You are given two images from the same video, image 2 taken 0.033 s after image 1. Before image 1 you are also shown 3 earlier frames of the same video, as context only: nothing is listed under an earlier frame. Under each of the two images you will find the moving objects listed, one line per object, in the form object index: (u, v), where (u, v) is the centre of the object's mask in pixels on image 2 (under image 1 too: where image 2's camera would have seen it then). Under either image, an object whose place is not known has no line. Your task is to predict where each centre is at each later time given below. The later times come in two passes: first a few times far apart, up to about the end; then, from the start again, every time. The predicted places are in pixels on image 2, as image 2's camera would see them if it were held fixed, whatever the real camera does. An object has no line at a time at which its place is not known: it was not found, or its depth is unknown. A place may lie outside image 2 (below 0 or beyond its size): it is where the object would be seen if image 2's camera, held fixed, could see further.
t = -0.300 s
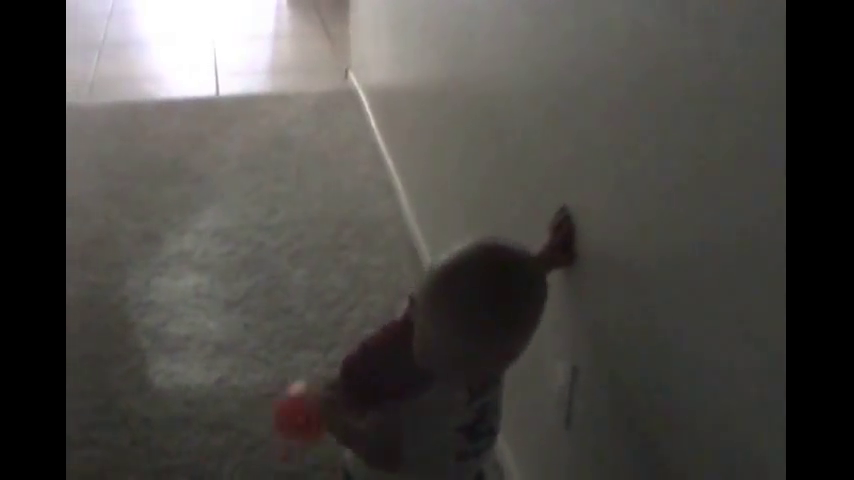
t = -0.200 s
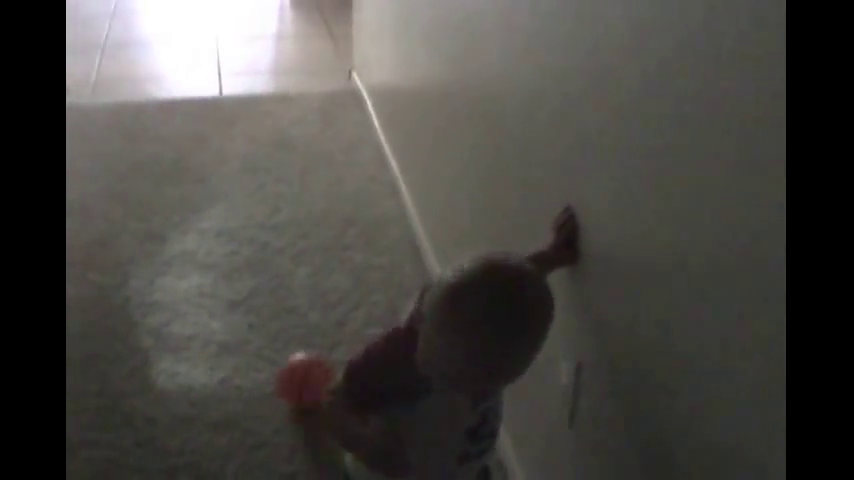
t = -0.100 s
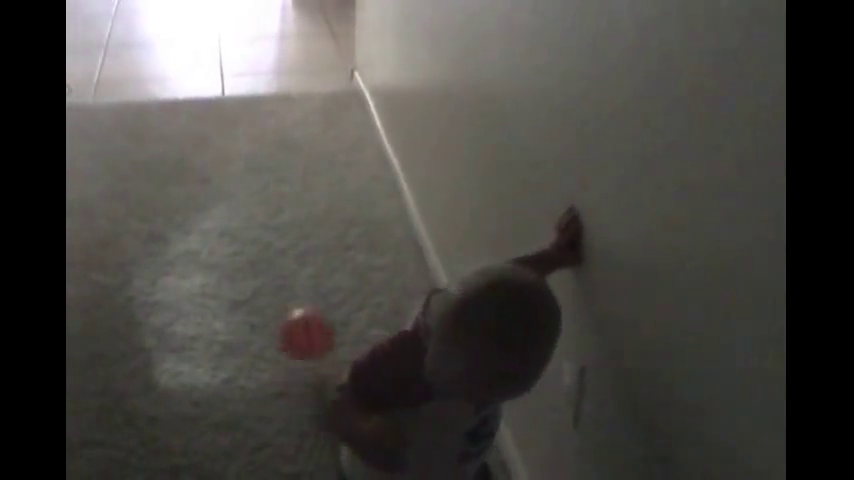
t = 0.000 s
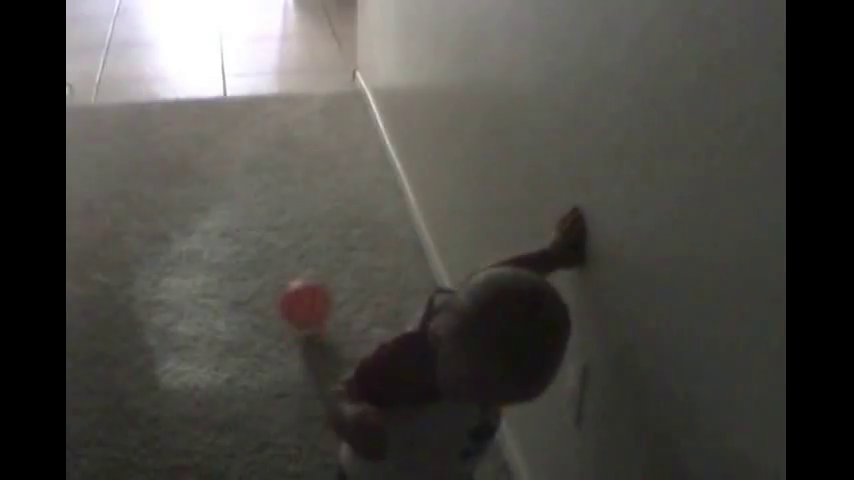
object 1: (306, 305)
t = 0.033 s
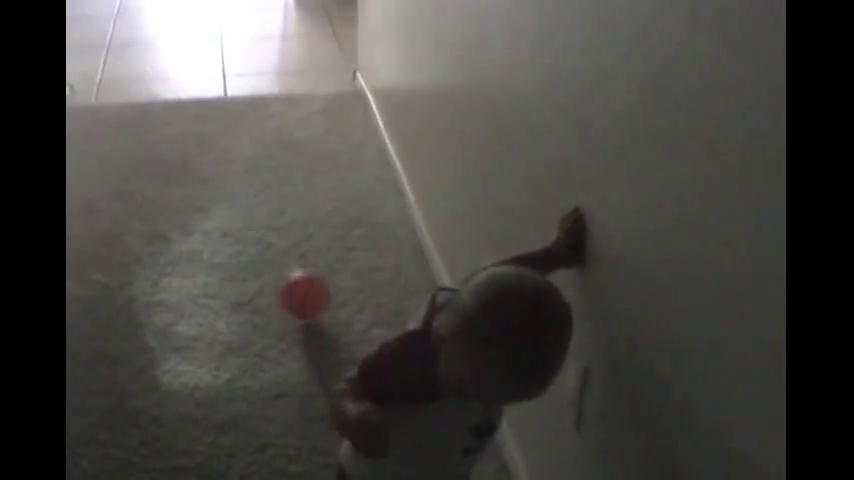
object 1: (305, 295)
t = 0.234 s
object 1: (299, 244)
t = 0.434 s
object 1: (295, 199)
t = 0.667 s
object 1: (288, 157)
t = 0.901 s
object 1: (278, 127)
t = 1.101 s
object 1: (268, 107)
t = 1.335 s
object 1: (256, 85)
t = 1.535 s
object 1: (248, 71)
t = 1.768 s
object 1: (239, 52)
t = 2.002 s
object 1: (231, 37)
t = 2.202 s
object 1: (226, 26)
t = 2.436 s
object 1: (222, 15)
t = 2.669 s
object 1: (215, 4)
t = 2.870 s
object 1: (209, -3)
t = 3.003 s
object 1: (205, -8)
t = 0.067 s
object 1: (304, 290)
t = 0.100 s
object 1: (303, 281)
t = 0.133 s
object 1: (302, 272)
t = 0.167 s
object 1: (301, 261)
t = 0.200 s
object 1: (301, 250)
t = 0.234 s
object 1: (299, 244)
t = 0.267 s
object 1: (299, 234)
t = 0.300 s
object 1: (298, 226)
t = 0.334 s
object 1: (297, 219)
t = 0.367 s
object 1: (296, 212)
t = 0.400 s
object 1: (296, 206)
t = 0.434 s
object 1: (295, 199)
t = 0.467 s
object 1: (294, 192)
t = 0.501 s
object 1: (294, 186)
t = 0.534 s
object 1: (292, 180)
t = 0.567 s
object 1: (291, 175)
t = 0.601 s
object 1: (290, 168)
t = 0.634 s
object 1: (289, 163)
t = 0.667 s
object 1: (288, 157)
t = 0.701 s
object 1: (287, 154)
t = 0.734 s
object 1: (285, 149)
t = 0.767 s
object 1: (284, 143)
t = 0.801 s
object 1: (283, 140)
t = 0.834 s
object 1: (282, 136)
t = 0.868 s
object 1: (280, 132)
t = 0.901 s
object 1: (278, 127)
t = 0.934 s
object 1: (276, 122)
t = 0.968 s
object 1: (275, 119)
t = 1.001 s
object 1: (273, 116)
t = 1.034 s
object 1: (272, 113)
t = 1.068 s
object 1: (270, 110)
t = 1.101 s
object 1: (268, 107)
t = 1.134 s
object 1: (267, 102)
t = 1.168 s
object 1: (265, 99)
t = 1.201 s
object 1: (263, 97)
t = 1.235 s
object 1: (261, 94)
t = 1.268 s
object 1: (260, 90)
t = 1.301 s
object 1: (258, 88)
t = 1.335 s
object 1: (256, 85)
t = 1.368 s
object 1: (255, 82)
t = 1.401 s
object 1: (254, 81)
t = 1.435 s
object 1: (252, 79)
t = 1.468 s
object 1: (251, 77)
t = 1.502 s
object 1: (250, 74)
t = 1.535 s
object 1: (248, 71)
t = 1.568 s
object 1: (247, 68)
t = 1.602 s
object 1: (245, 65)
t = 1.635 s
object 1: (244, 63)
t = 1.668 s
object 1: (243, 60)
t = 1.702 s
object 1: (241, 58)
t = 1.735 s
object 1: (240, 55)
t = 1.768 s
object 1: (239, 52)
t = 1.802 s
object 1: (238, 50)
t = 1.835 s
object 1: (237, 49)
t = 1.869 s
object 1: (236, 46)
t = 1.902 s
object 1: (235, 44)
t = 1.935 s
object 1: (233, 42)
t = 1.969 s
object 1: (232, 39)
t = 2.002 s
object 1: (231, 37)
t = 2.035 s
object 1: (230, 36)
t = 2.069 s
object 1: (230, 34)
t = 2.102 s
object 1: (229, 32)
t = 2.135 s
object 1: (228, 30)
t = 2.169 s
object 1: (227, 28)
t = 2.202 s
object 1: (226, 26)
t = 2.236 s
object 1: (226, 25)
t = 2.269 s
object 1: (225, 23)
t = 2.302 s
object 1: (224, 22)
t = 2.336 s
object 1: (224, 20)
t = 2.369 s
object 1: (223, 18)
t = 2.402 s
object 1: (222, 16)
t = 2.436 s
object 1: (222, 15)
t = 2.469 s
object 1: (221, 13)
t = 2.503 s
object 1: (220, 12)
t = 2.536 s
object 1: (219, 10)
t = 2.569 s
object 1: (218, 8)
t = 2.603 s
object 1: (217, 6)
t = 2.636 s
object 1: (216, 5)
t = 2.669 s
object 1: (215, 4)
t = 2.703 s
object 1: (214, 3)
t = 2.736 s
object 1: (213, 1)
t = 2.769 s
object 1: (212, 0)
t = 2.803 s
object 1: (211, 0)
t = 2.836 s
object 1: (210, -2)
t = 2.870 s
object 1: (209, -3)
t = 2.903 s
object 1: (208, -4)
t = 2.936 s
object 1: (207, -5)
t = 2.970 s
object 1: (206, -6)
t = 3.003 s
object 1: (205, -8)
